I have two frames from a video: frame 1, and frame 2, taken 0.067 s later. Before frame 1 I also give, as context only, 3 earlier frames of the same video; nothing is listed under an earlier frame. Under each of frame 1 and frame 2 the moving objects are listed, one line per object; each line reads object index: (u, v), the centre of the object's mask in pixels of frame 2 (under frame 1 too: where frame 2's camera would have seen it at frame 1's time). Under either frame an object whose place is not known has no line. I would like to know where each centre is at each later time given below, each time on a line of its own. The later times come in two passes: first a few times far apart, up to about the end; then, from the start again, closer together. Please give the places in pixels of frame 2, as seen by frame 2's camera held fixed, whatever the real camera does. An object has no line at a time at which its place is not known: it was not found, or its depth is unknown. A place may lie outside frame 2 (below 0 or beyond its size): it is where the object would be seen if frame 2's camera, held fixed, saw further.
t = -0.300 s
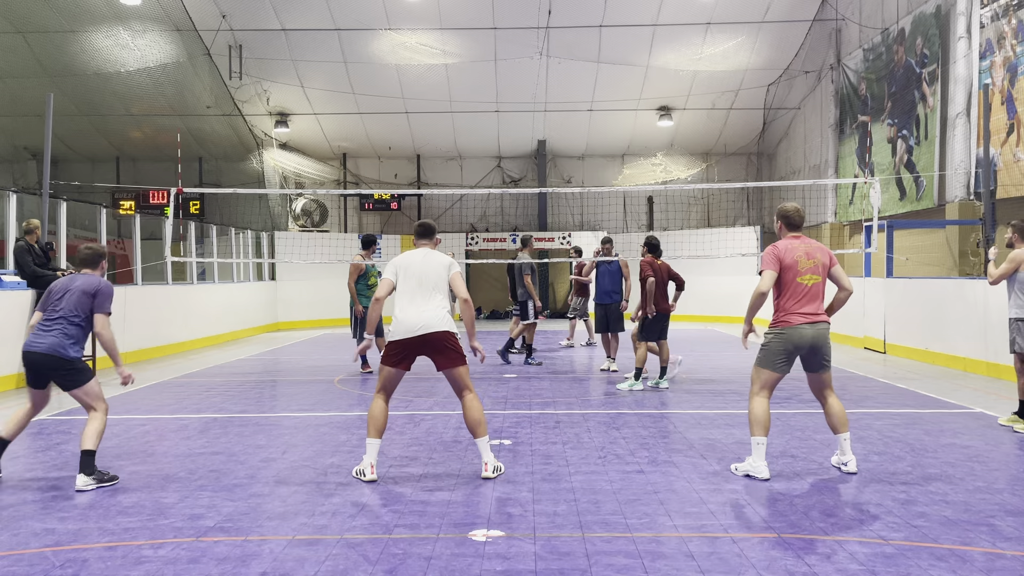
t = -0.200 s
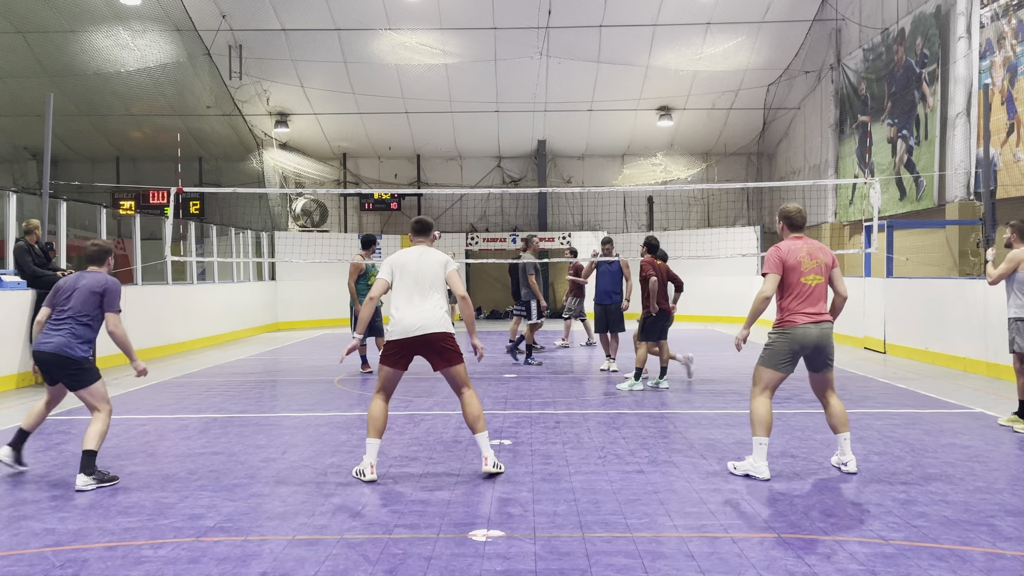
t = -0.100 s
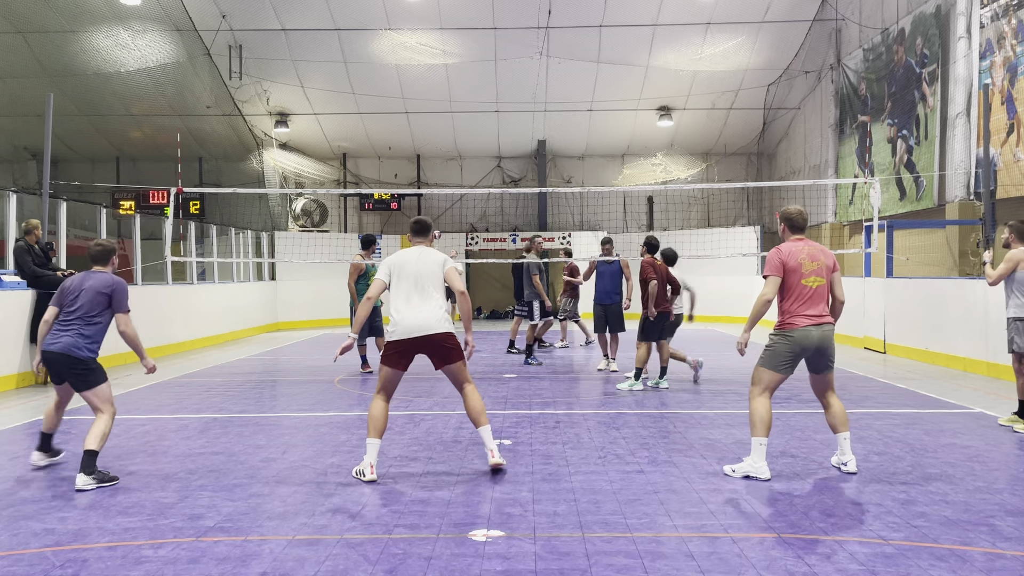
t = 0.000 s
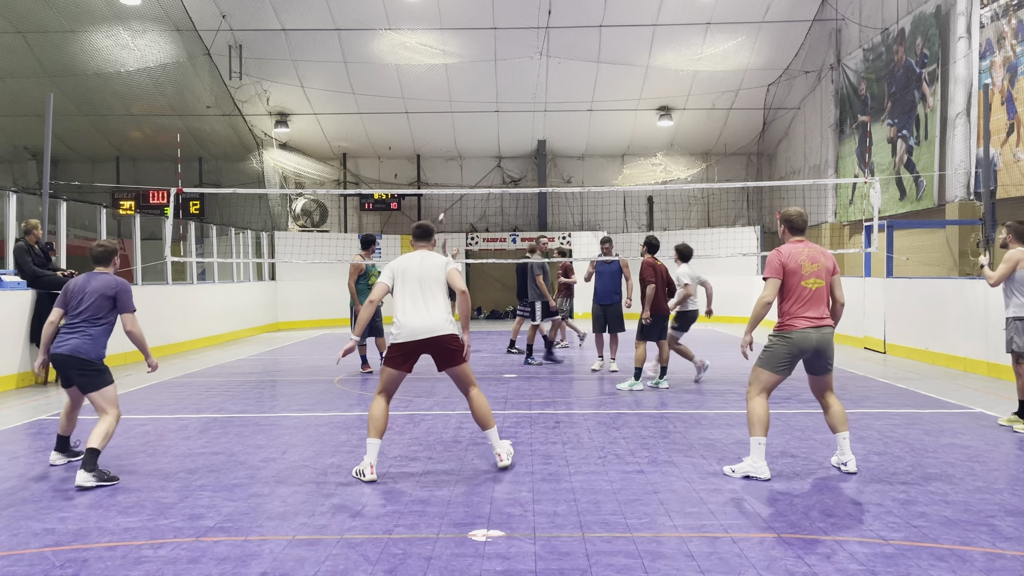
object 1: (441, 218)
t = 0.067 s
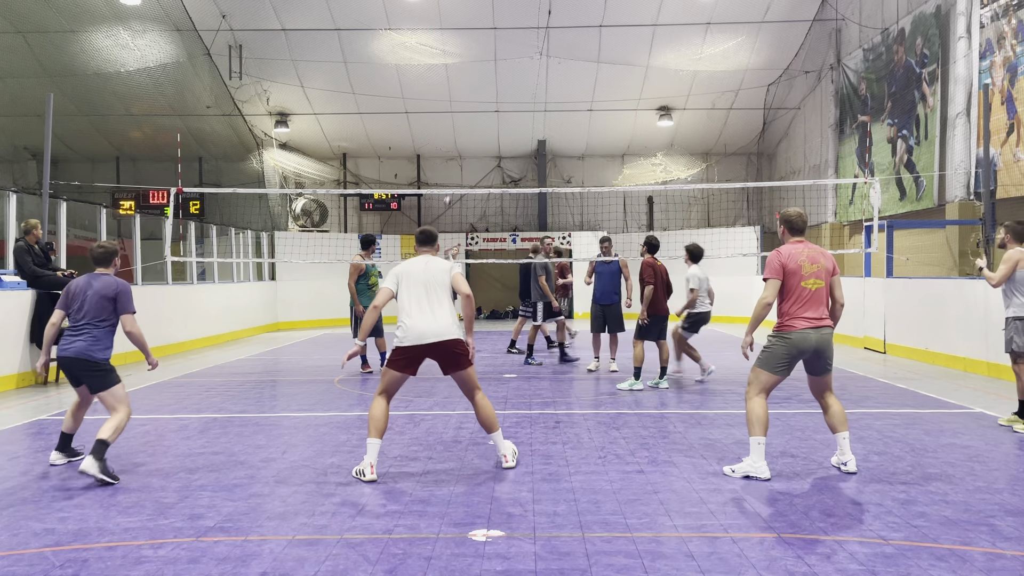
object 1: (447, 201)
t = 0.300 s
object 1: (471, 148)
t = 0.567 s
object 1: (504, 107)
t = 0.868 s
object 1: (556, 103)
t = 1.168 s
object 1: (636, 180)
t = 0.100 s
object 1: (451, 192)
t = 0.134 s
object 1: (455, 184)
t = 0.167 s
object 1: (457, 176)
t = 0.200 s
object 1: (461, 169)
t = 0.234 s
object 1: (464, 161)
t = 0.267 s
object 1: (467, 154)
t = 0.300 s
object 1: (471, 148)
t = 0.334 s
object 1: (475, 141)
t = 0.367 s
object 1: (479, 135)
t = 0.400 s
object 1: (483, 129)
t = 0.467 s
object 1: (491, 118)
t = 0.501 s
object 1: (495, 113)
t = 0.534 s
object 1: (499, 110)
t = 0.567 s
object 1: (504, 107)
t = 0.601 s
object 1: (508, 105)
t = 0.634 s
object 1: (514, 103)
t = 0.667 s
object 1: (520, 101)
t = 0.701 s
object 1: (525, 100)
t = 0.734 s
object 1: (531, 99)
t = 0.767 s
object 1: (537, 99)
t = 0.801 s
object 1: (543, 99)
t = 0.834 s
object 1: (550, 101)
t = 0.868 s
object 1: (556, 103)
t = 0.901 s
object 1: (563, 107)
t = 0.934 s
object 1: (571, 112)
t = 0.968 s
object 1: (579, 118)
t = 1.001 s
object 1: (587, 125)
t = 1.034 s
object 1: (596, 134)
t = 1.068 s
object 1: (605, 143)
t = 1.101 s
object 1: (615, 154)
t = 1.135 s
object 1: (624, 165)
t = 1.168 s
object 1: (636, 180)
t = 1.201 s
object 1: (647, 197)
